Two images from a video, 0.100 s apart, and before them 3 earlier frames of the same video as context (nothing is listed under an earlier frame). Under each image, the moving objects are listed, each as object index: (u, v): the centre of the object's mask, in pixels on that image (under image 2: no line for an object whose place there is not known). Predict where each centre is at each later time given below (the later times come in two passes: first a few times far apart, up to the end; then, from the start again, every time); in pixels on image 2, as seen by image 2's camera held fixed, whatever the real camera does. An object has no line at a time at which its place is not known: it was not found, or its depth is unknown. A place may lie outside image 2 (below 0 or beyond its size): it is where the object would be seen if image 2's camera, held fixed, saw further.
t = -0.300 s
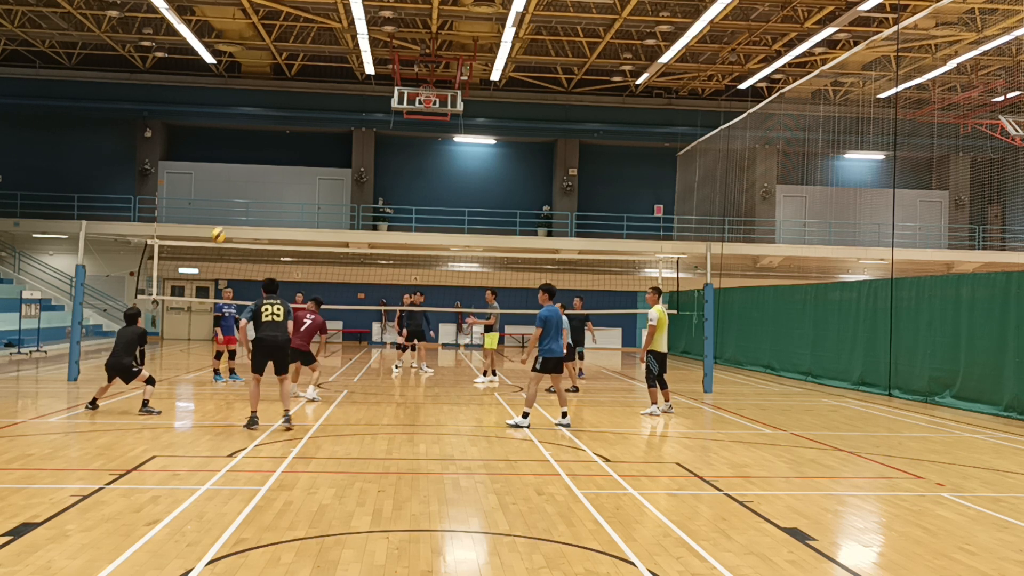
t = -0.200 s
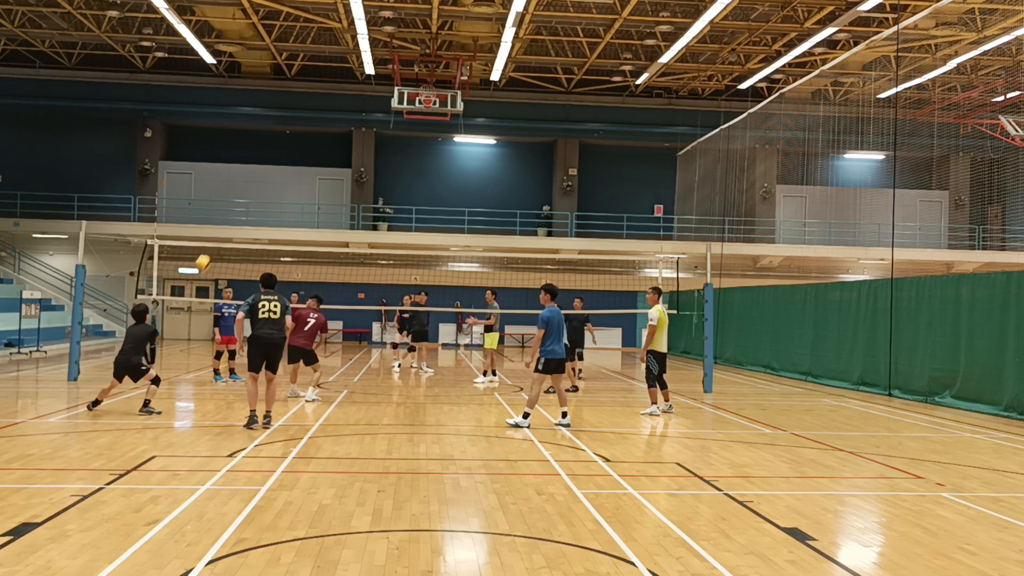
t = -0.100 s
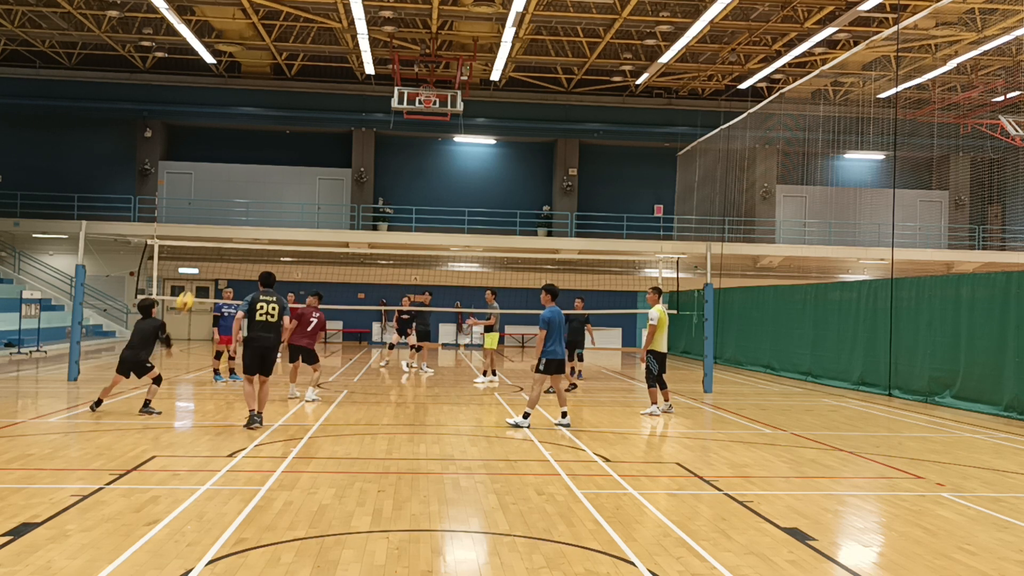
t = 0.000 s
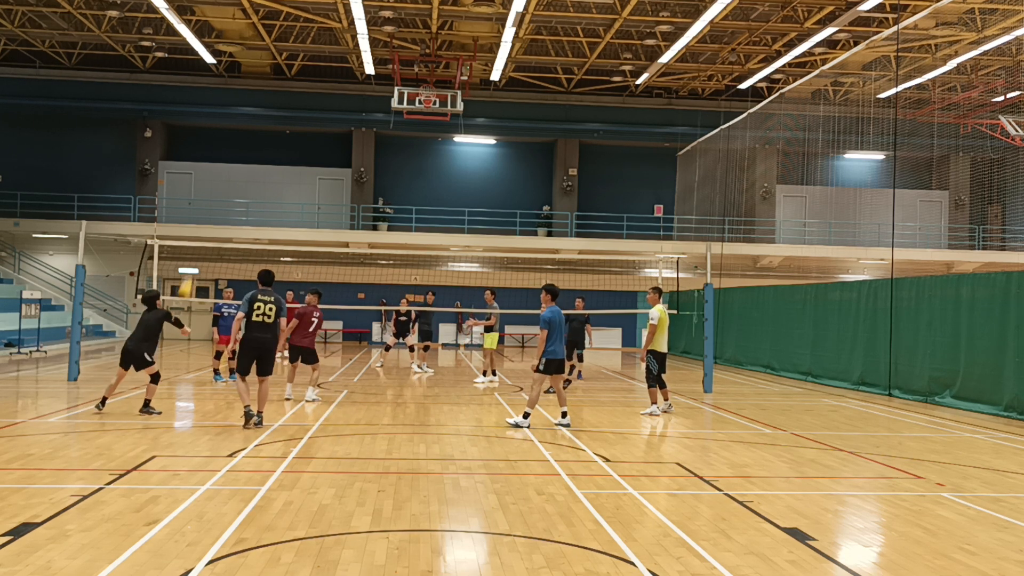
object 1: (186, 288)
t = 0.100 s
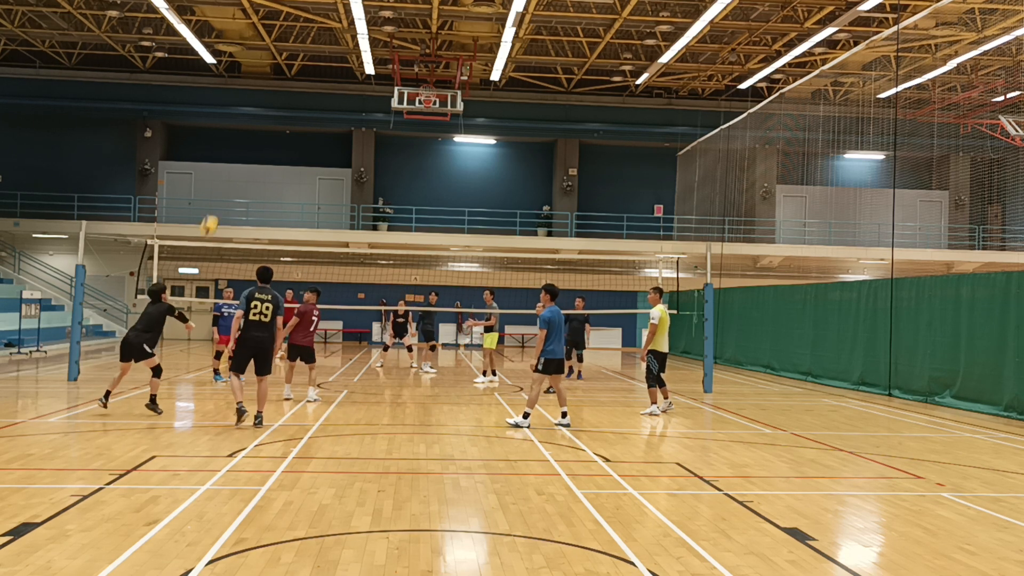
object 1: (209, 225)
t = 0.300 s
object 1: (249, 130)
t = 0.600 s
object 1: (300, 49)
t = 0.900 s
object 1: (343, 32)
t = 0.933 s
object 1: (347, 34)
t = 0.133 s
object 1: (216, 207)
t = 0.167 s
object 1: (223, 189)
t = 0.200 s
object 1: (230, 174)
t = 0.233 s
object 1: (236, 158)
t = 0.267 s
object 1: (242, 144)
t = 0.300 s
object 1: (249, 130)
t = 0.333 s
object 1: (255, 118)
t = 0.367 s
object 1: (261, 106)
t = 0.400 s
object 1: (267, 96)
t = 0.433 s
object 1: (272, 86)
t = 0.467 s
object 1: (278, 77)
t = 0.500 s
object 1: (284, 69)
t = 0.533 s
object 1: (289, 61)
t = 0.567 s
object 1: (295, 54)
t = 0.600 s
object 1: (300, 49)
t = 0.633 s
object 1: (305, 44)
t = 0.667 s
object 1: (310, 40)
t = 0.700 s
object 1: (314, 37)
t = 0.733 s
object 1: (320, 34)
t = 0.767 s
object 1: (325, 32)
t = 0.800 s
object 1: (329, 31)
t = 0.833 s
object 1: (334, 31)
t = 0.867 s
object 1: (338, 31)
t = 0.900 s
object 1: (343, 32)
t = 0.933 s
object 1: (347, 34)
